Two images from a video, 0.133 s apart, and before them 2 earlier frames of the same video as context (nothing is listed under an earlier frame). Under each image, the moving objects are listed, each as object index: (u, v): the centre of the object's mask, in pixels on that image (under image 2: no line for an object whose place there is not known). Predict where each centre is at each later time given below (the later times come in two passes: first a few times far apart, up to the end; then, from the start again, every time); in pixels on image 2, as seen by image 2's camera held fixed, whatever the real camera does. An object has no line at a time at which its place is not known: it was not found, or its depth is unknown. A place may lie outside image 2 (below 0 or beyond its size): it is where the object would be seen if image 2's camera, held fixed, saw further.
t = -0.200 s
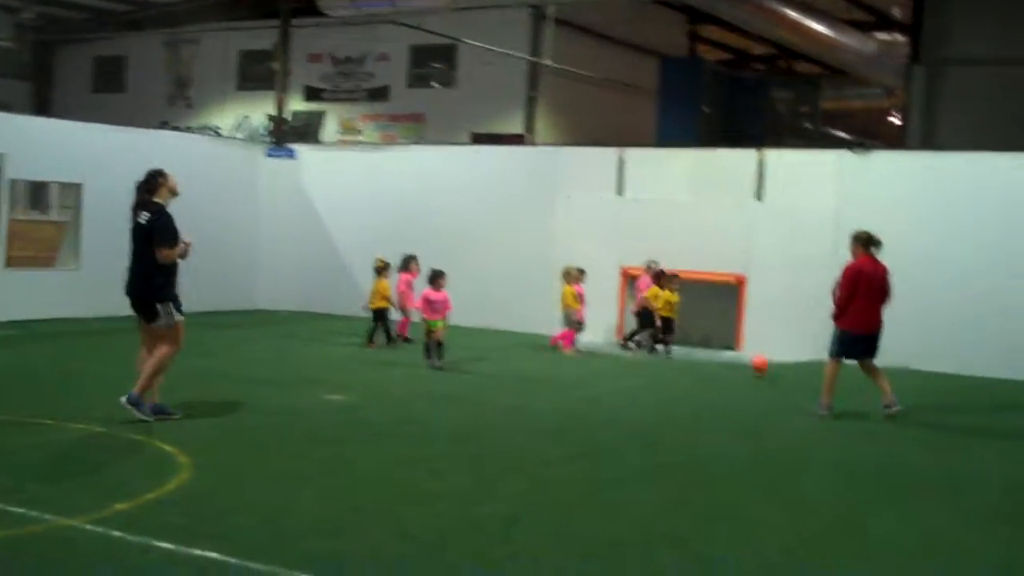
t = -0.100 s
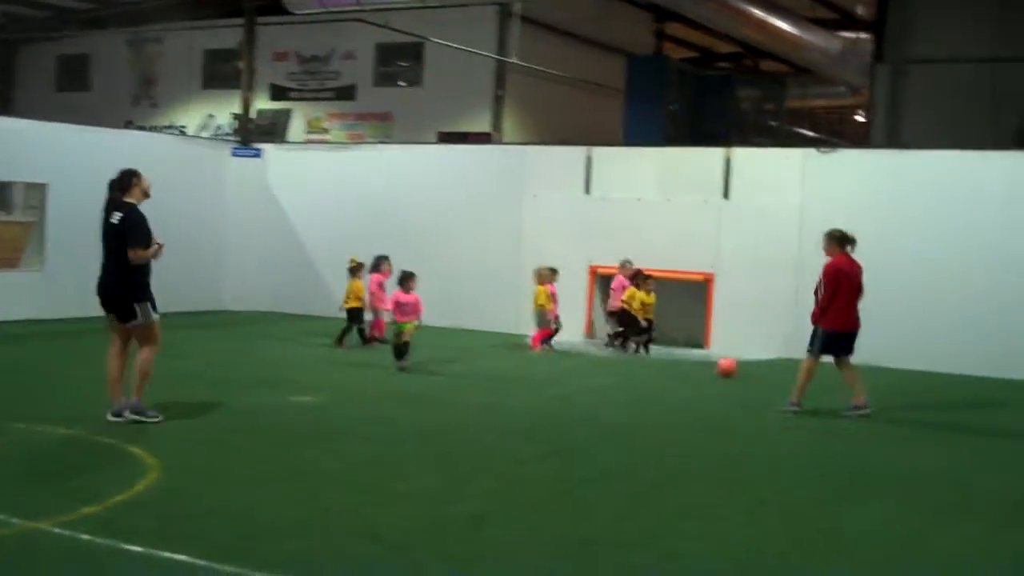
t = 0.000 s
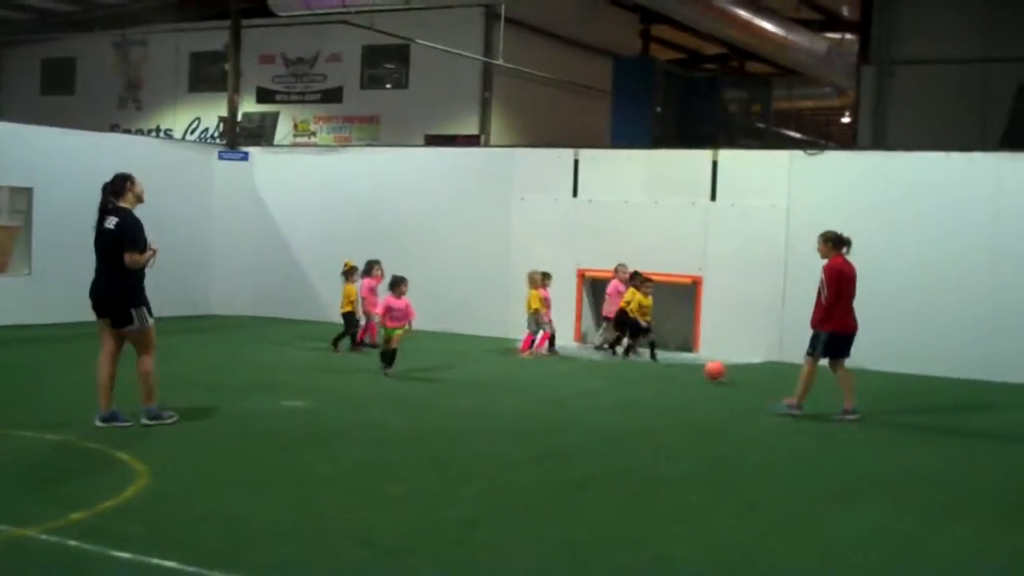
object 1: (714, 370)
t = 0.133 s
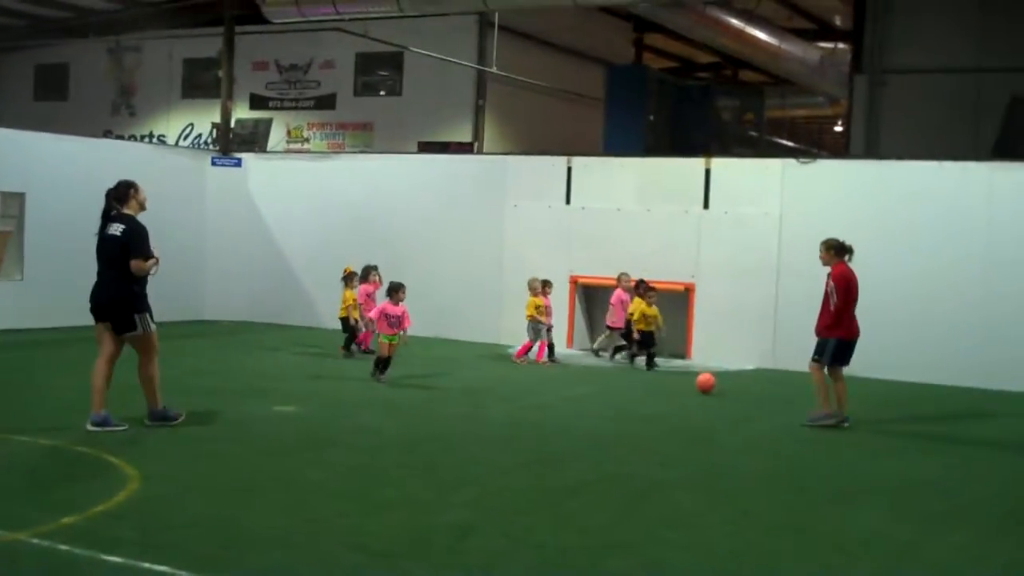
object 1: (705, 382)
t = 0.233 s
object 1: (705, 384)
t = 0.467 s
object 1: (703, 393)
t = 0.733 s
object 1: (703, 401)
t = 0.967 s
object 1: (703, 409)
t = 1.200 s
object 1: (702, 417)
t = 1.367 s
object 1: (704, 423)
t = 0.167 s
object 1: (704, 382)
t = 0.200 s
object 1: (704, 382)
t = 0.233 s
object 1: (705, 384)
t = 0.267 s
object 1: (705, 386)
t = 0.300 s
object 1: (704, 388)
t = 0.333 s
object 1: (704, 388)
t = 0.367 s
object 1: (704, 390)
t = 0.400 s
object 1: (703, 392)
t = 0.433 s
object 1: (703, 392)
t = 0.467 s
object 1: (703, 393)
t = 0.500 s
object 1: (703, 393)
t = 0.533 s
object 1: (703, 395)
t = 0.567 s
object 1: (703, 395)
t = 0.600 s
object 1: (703, 396)
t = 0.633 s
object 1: (703, 398)
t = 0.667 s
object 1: (703, 399)
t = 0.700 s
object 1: (703, 400)
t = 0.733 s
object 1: (703, 401)
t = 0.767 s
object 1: (703, 403)
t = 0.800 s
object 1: (704, 404)
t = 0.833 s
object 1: (703, 405)
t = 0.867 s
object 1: (703, 406)
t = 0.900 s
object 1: (702, 407)
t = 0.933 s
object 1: (703, 408)
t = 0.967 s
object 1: (703, 409)
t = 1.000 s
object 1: (703, 411)
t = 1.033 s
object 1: (703, 413)
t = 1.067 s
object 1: (702, 412)
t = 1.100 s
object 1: (701, 414)
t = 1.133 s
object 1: (701, 414)
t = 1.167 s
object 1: (702, 415)
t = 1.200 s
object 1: (702, 417)
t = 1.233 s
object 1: (703, 418)
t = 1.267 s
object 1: (703, 419)
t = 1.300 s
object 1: (704, 421)
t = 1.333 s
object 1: (704, 423)
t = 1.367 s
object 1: (704, 423)
